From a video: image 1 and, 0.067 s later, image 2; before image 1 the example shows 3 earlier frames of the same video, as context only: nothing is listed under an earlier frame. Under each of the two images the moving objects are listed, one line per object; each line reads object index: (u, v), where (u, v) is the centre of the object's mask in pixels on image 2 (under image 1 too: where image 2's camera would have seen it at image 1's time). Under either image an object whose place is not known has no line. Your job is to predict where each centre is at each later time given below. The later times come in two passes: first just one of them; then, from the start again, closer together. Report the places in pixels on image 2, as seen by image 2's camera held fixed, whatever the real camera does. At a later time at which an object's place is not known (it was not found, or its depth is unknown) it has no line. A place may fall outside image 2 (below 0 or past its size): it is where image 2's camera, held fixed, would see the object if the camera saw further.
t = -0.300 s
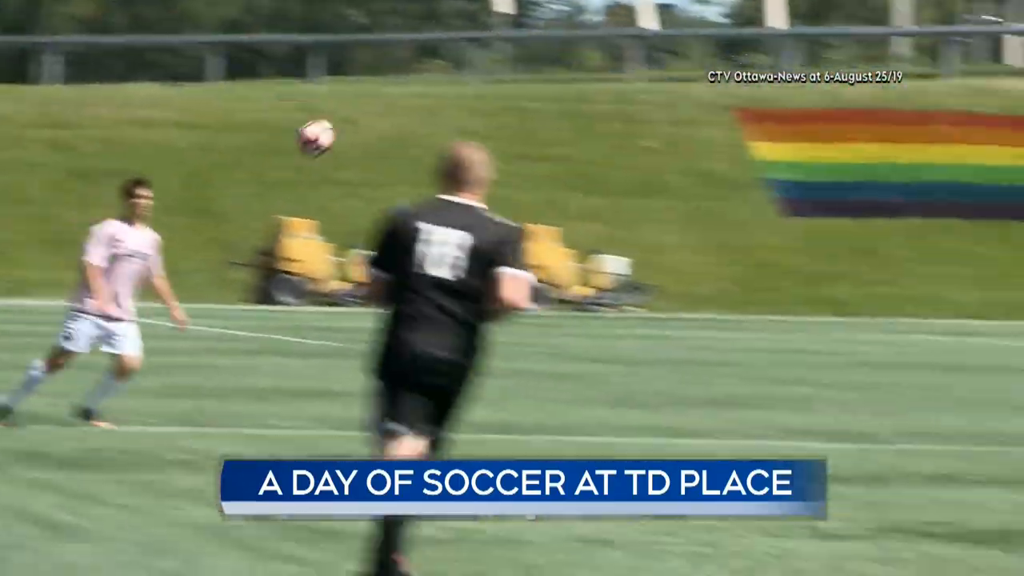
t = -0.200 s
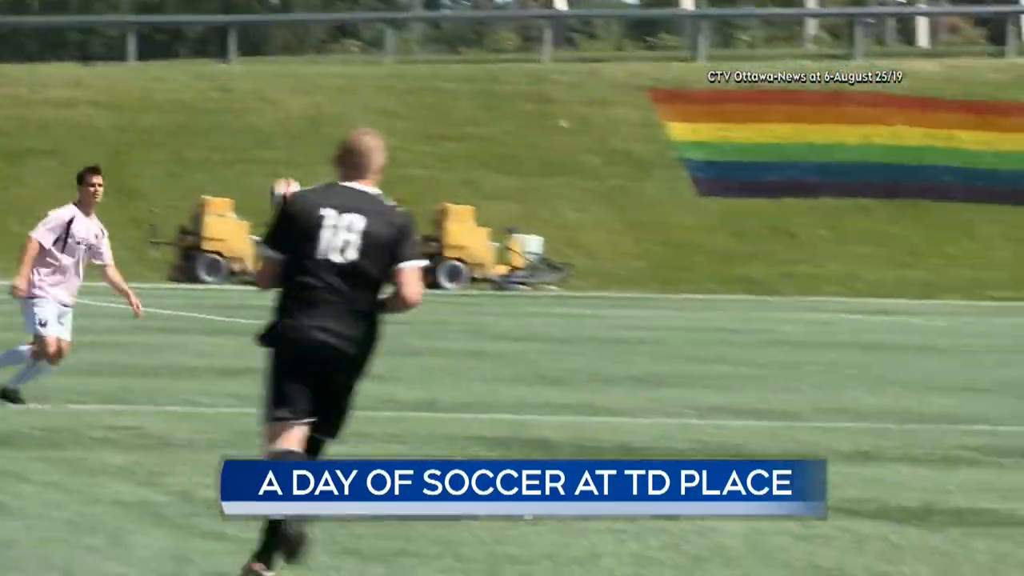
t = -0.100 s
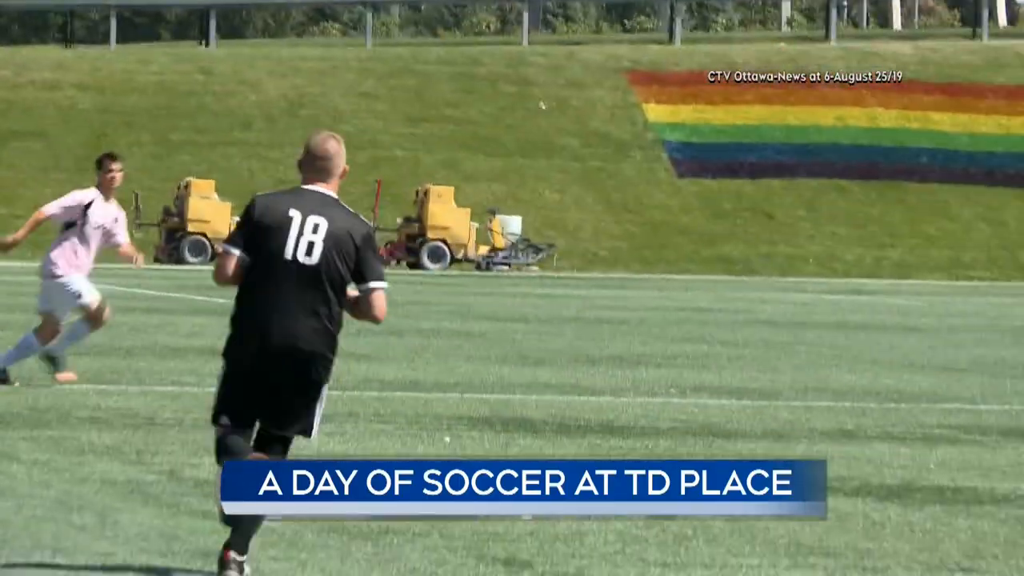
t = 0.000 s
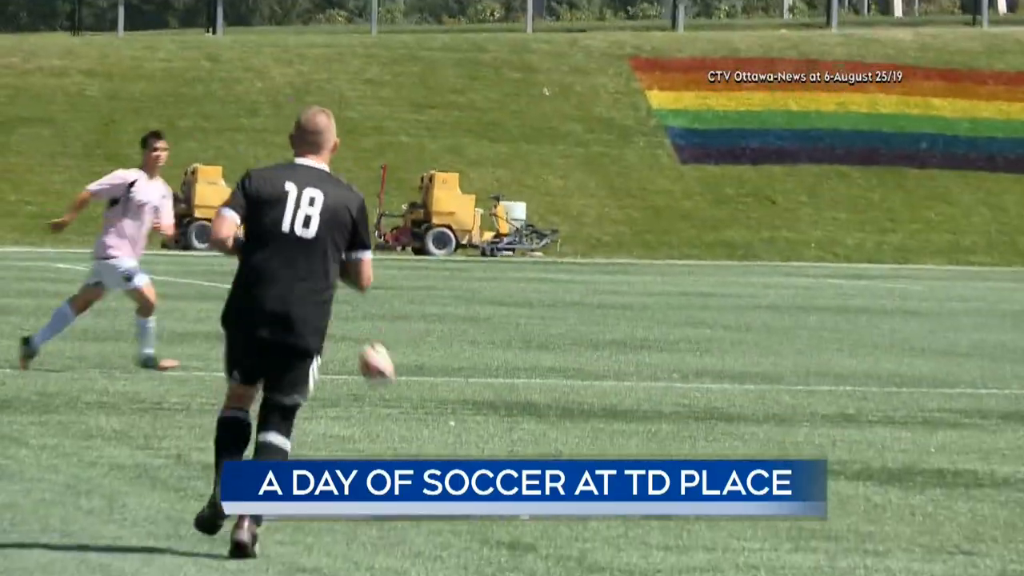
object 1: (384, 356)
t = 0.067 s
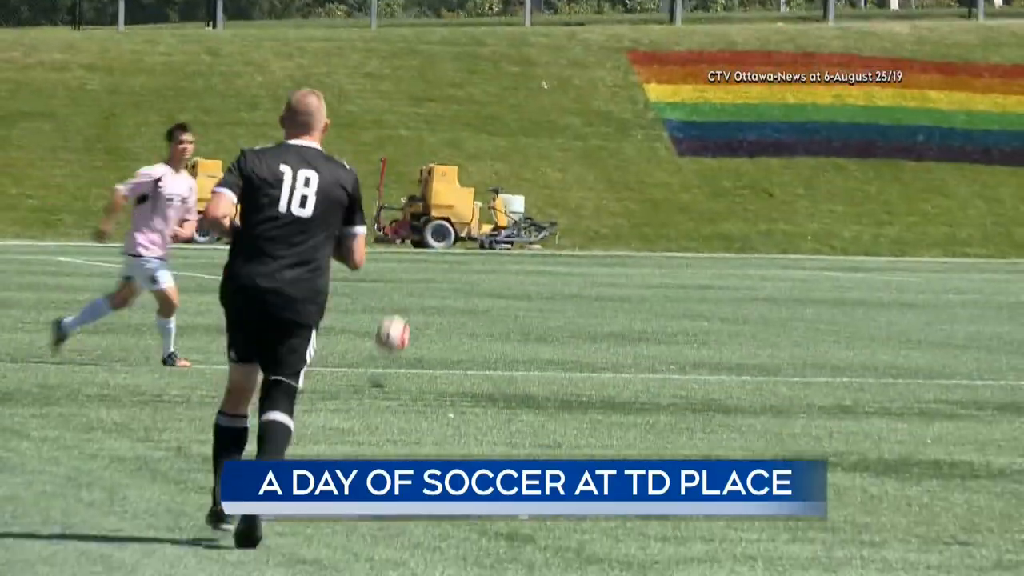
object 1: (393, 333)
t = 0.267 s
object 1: (428, 208)
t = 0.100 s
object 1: (394, 309)
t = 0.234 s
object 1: (424, 224)
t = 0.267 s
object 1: (428, 208)
